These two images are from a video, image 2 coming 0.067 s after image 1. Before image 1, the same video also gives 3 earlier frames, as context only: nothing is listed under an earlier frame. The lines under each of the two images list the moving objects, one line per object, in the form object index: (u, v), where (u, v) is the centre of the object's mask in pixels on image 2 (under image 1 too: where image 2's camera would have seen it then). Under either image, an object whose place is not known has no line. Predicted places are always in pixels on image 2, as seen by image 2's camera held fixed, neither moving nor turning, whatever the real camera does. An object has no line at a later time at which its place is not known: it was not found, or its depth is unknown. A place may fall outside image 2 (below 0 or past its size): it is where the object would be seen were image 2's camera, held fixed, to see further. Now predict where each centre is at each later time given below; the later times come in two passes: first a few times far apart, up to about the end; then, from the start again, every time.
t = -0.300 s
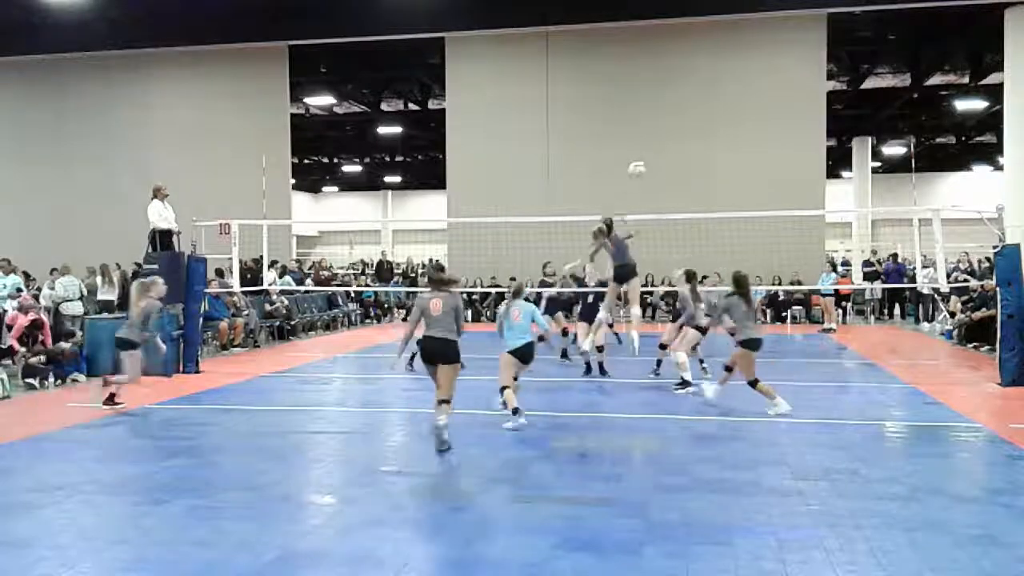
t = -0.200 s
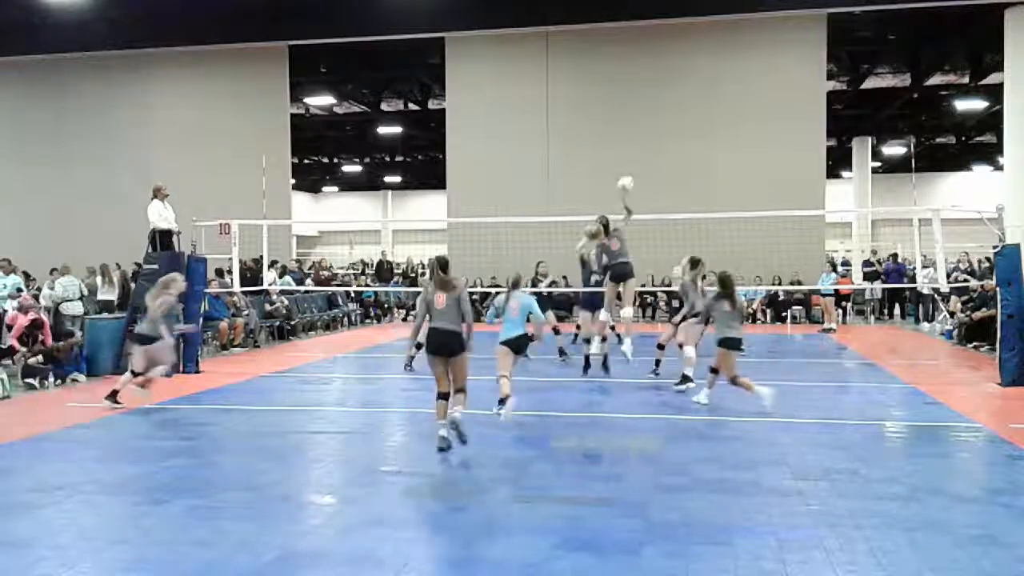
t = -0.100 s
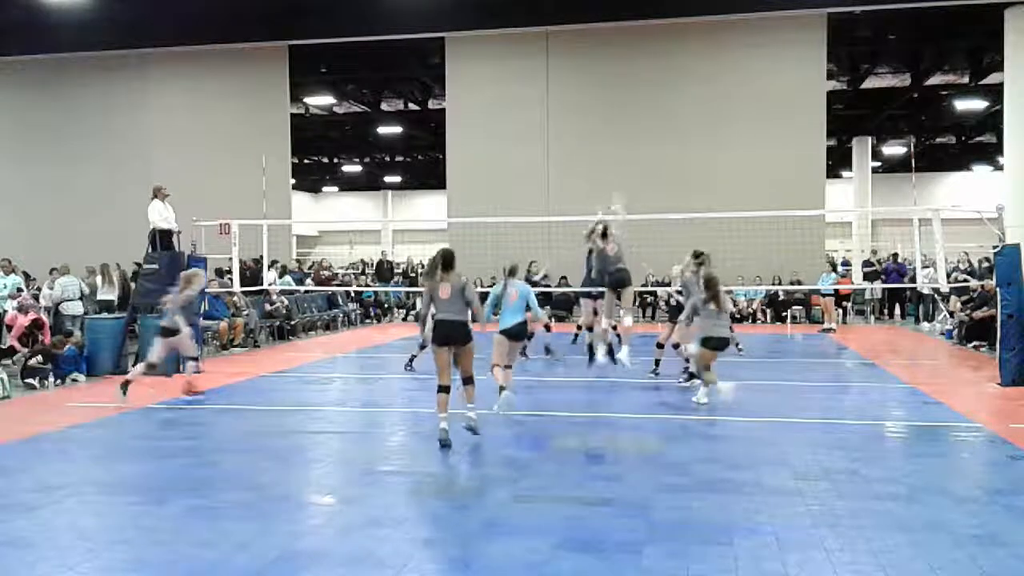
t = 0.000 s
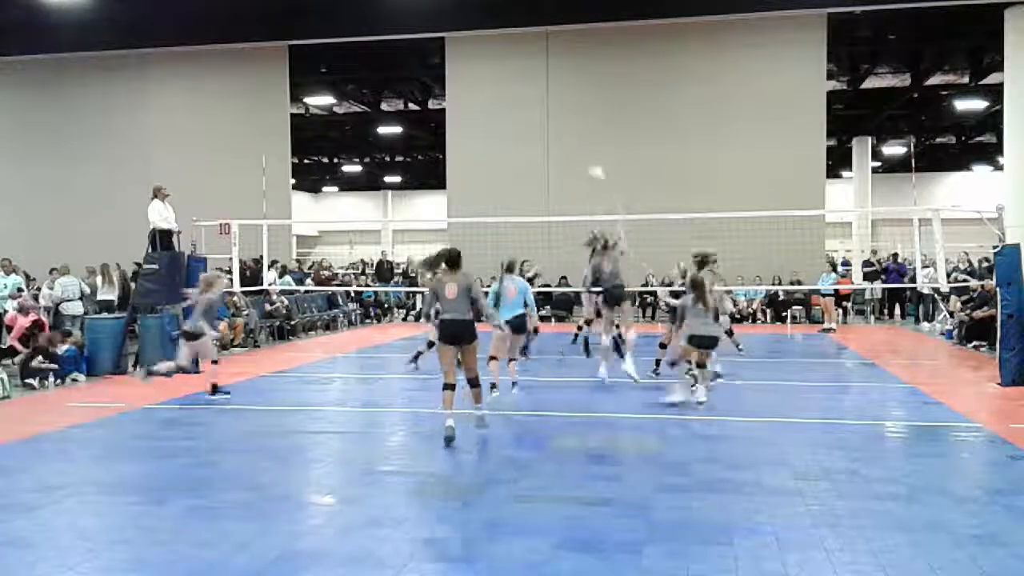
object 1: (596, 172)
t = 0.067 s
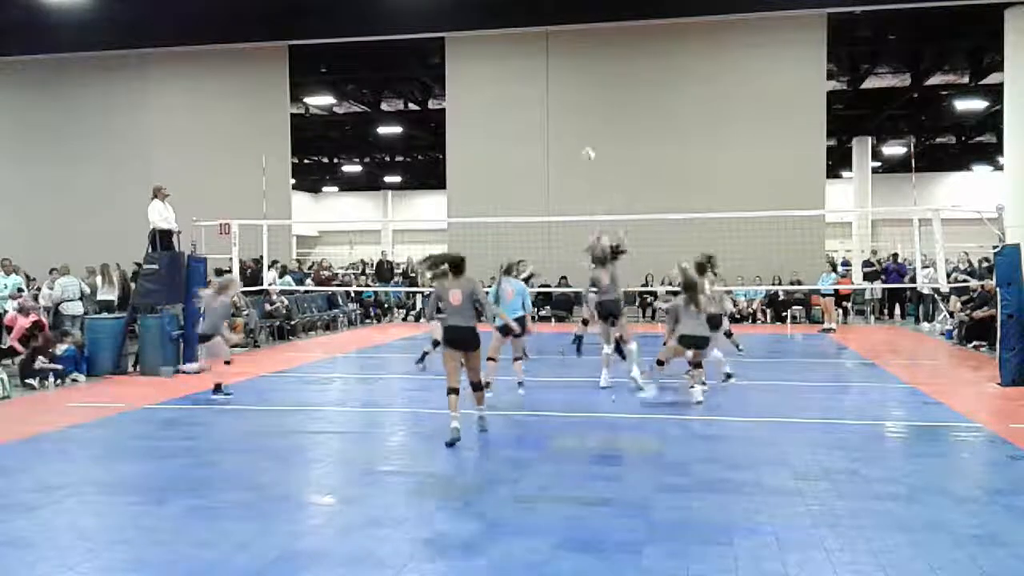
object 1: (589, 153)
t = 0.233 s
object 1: (565, 120)
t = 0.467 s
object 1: (529, 101)
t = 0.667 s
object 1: (503, 116)
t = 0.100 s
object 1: (583, 147)
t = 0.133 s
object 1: (578, 138)
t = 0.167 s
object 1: (573, 132)
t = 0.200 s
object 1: (568, 125)
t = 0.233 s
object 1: (565, 120)
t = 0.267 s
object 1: (559, 115)
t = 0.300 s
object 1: (553, 110)
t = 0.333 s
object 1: (548, 107)
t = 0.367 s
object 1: (544, 106)
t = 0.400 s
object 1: (539, 103)
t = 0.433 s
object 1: (534, 103)
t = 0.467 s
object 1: (529, 101)
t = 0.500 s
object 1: (526, 102)
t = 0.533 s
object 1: (519, 104)
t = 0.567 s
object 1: (516, 107)
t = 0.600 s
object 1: (512, 108)
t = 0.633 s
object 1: (506, 111)
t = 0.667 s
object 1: (503, 116)
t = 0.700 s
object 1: (498, 120)
